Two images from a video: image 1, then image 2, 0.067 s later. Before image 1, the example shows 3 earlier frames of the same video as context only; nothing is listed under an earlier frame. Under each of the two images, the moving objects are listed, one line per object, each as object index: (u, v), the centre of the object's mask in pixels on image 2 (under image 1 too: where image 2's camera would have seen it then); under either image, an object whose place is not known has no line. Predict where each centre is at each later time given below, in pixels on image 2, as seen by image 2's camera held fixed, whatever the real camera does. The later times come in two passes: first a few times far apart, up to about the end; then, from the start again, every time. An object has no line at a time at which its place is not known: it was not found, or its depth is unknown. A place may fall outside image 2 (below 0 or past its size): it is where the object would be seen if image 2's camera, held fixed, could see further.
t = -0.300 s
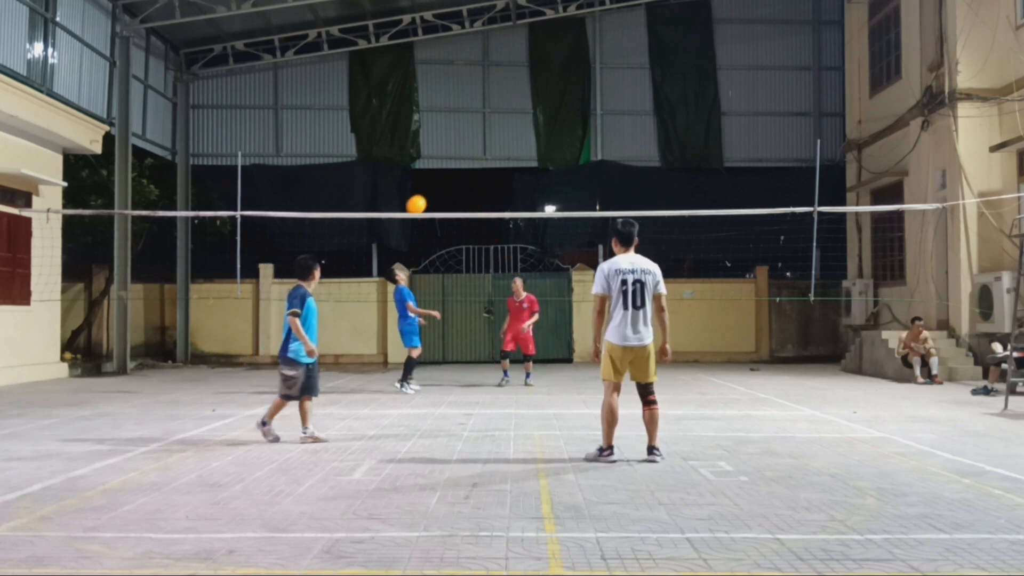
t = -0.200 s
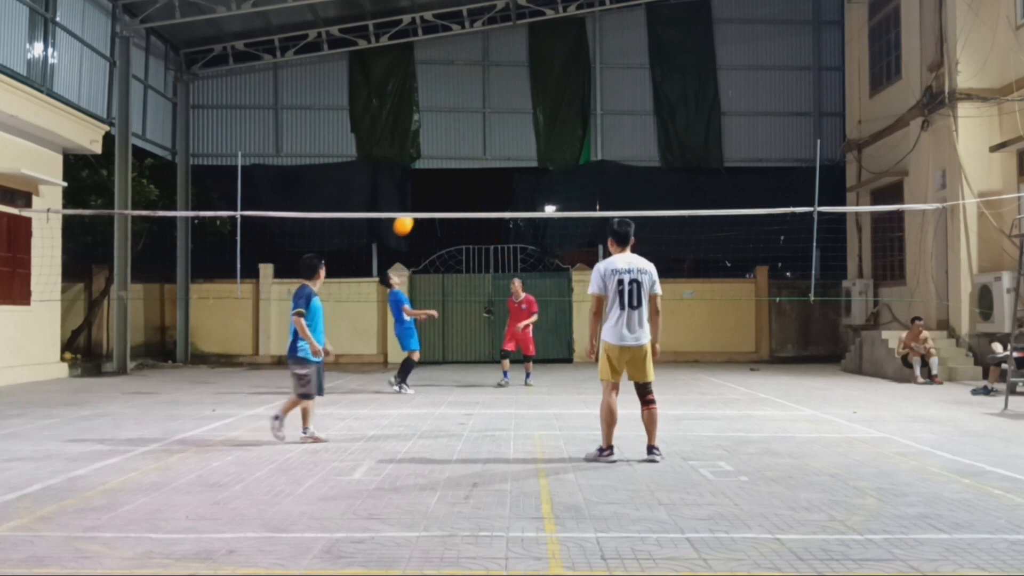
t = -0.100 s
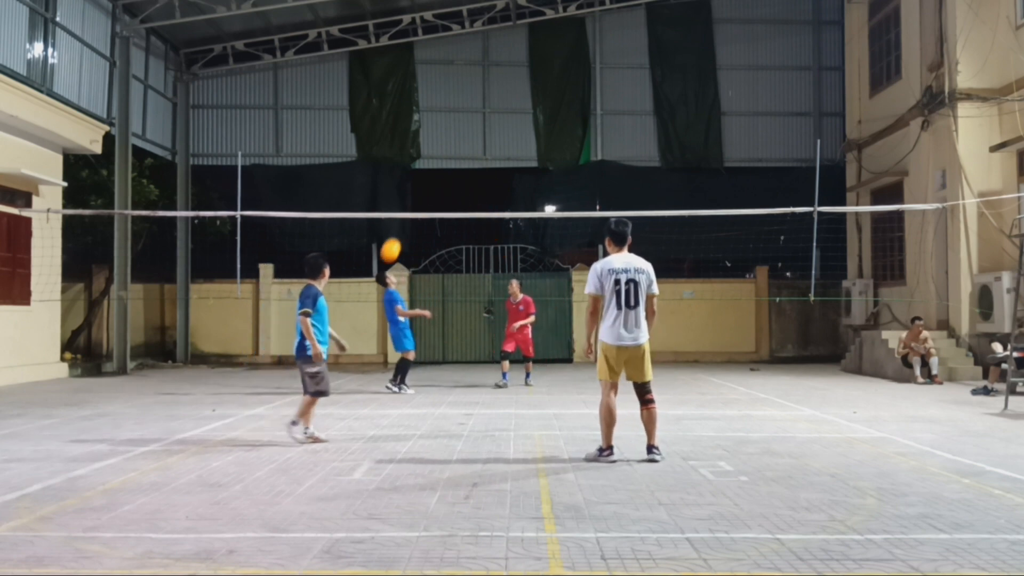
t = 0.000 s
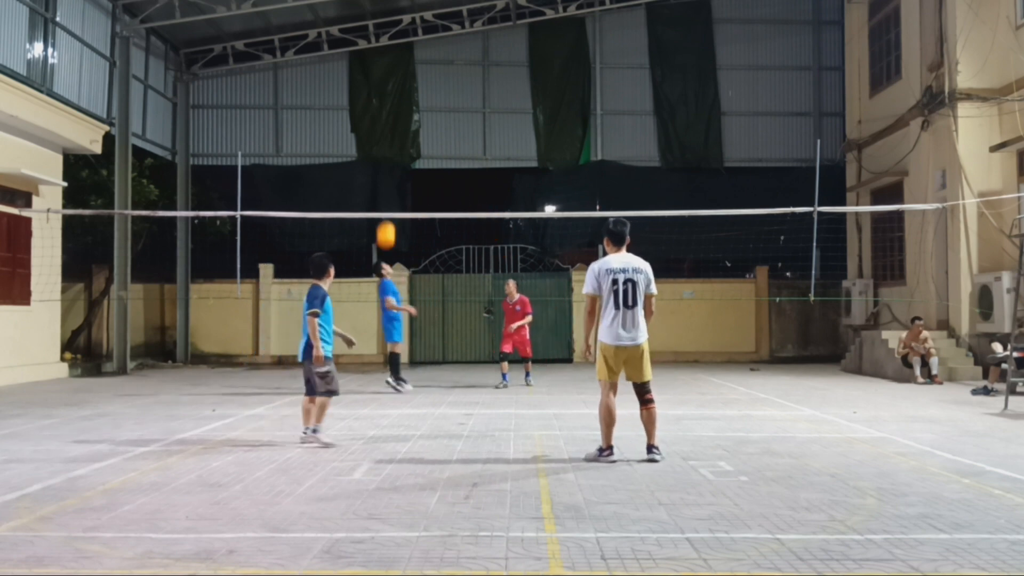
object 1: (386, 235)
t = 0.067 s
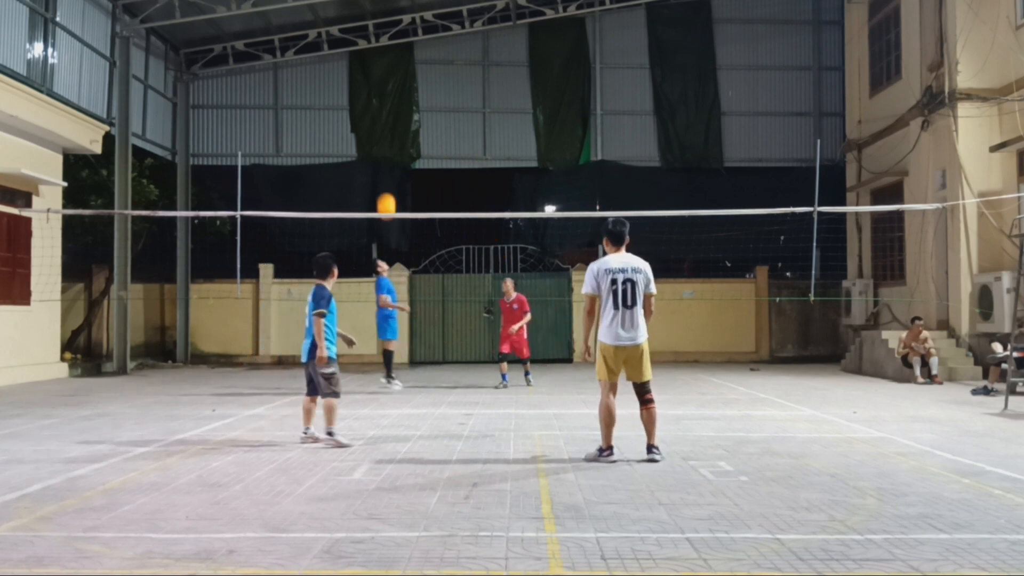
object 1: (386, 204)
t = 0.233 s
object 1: (387, 149)
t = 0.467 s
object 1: (390, 102)
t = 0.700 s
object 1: (392, 96)
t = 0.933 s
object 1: (394, 131)
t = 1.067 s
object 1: (395, 170)
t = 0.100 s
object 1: (386, 193)
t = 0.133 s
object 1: (387, 180)
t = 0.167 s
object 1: (387, 169)
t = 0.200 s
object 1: (387, 159)
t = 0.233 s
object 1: (387, 149)
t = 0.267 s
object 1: (387, 139)
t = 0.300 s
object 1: (388, 131)
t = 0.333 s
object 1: (388, 124)
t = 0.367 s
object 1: (388, 117)
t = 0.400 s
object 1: (389, 111)
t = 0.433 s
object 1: (389, 106)
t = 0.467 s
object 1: (390, 102)
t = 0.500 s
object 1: (390, 98)
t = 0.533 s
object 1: (390, 96)
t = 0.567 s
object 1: (391, 94)
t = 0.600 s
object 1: (391, 93)
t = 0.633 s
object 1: (391, 93)
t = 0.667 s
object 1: (392, 94)
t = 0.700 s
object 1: (392, 96)
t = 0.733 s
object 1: (392, 98)
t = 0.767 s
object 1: (393, 102)
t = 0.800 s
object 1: (393, 106)
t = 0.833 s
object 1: (393, 111)
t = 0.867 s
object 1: (393, 117)
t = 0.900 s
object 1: (394, 123)
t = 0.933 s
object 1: (394, 131)
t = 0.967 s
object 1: (394, 140)
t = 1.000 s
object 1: (395, 149)
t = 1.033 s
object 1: (395, 159)
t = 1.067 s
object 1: (395, 170)
